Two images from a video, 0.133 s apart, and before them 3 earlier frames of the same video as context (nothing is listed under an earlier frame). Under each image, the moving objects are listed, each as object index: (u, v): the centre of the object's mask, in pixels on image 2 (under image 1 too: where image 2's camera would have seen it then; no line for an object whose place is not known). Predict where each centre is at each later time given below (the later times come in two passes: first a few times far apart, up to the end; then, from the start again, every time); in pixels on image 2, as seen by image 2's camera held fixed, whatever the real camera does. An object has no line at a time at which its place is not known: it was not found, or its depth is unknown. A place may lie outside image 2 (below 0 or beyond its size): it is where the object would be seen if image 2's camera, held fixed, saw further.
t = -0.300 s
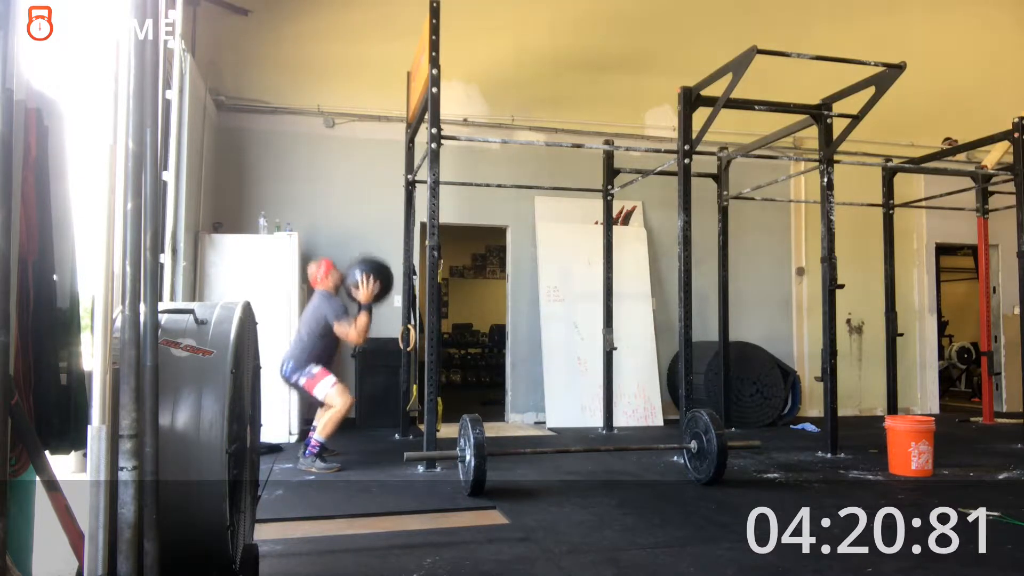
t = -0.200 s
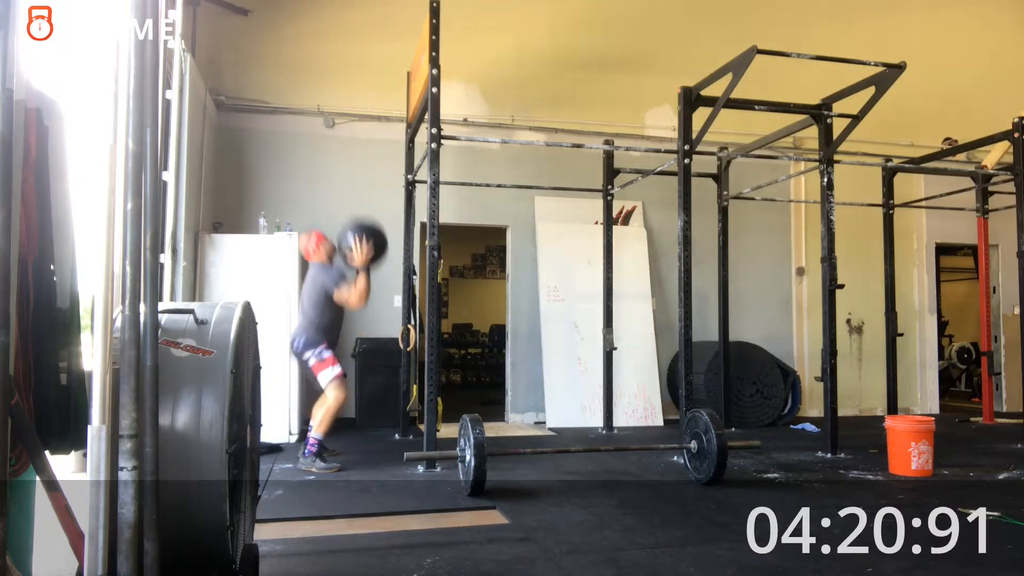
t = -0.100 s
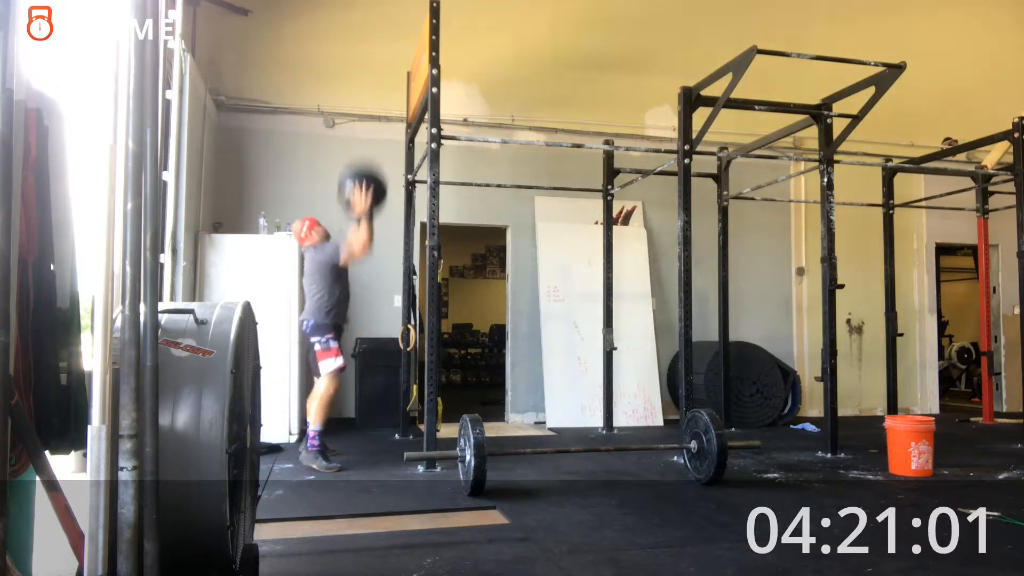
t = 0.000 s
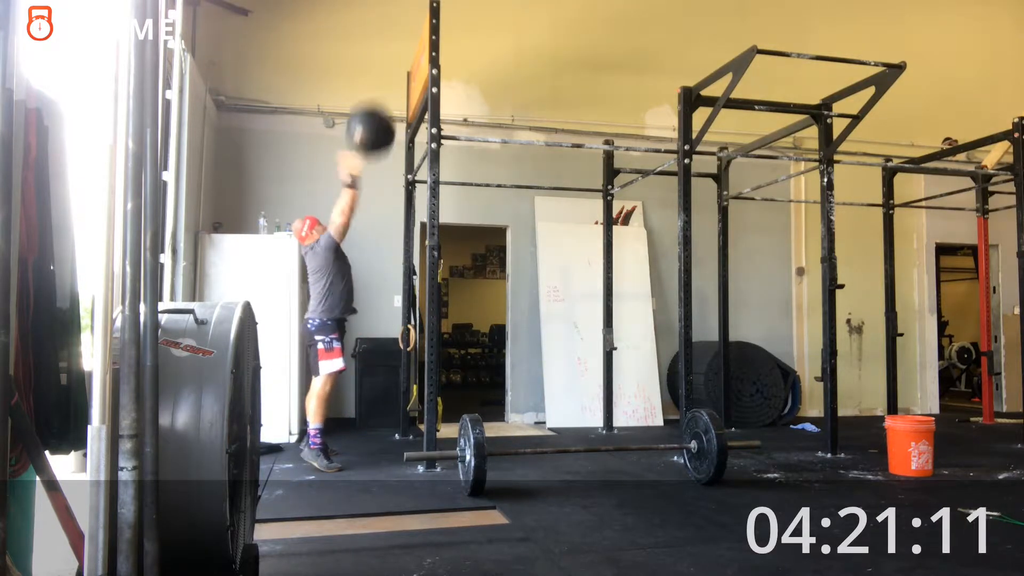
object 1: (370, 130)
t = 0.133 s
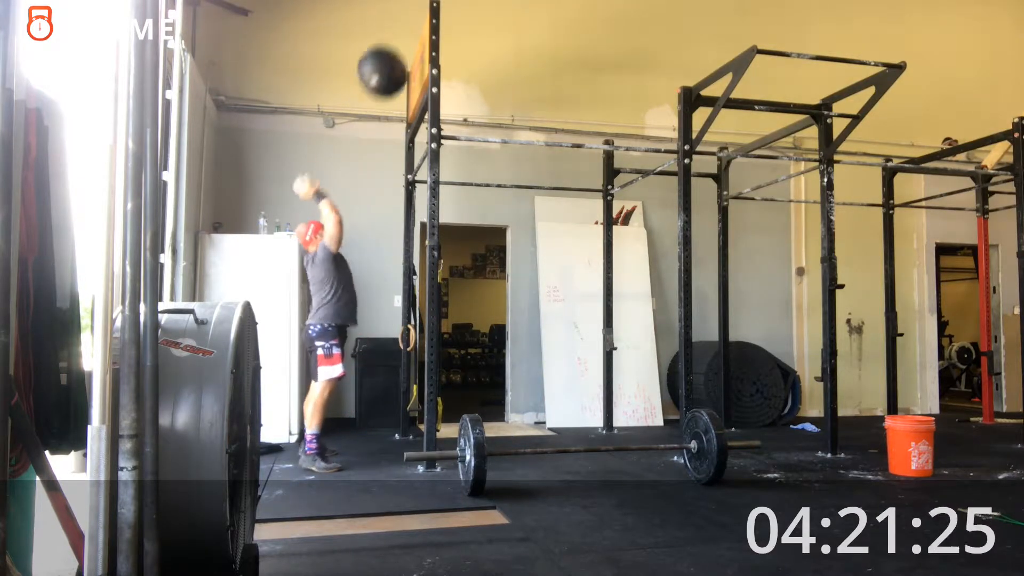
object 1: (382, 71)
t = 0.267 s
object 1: (393, 38)
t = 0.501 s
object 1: (397, 36)
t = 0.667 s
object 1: (388, 75)
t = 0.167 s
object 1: (385, 61)
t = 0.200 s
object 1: (388, 52)
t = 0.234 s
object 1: (391, 44)
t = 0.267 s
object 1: (393, 38)
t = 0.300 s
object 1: (396, 34)
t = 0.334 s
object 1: (399, 31)
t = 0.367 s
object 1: (401, 29)
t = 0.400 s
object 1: (402, 30)
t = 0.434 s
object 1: (401, 31)
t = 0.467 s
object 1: (399, 33)
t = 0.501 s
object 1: (397, 36)
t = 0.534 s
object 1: (395, 41)
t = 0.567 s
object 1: (393, 47)
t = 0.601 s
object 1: (391, 55)
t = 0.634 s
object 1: (390, 64)
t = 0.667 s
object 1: (388, 75)
